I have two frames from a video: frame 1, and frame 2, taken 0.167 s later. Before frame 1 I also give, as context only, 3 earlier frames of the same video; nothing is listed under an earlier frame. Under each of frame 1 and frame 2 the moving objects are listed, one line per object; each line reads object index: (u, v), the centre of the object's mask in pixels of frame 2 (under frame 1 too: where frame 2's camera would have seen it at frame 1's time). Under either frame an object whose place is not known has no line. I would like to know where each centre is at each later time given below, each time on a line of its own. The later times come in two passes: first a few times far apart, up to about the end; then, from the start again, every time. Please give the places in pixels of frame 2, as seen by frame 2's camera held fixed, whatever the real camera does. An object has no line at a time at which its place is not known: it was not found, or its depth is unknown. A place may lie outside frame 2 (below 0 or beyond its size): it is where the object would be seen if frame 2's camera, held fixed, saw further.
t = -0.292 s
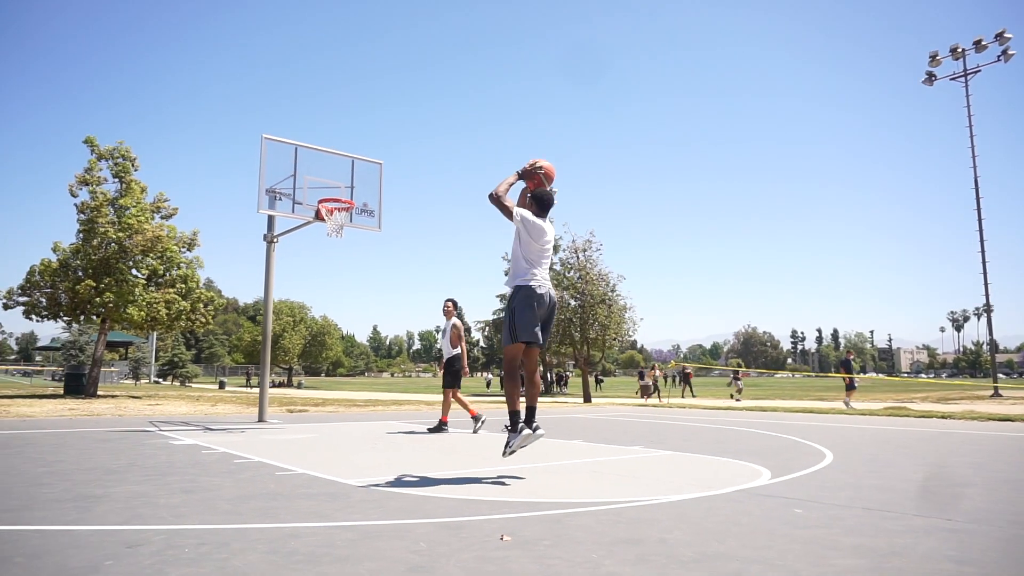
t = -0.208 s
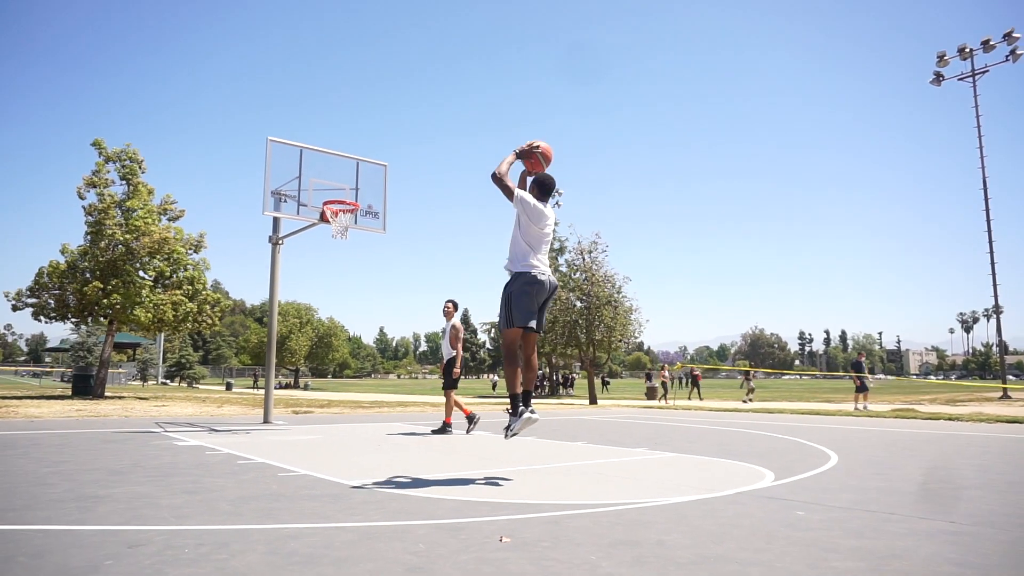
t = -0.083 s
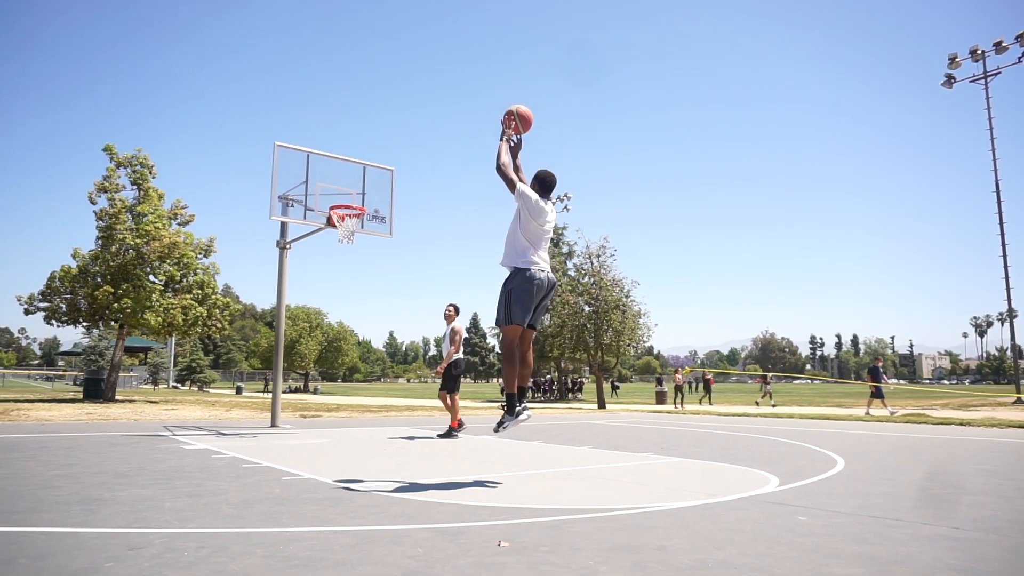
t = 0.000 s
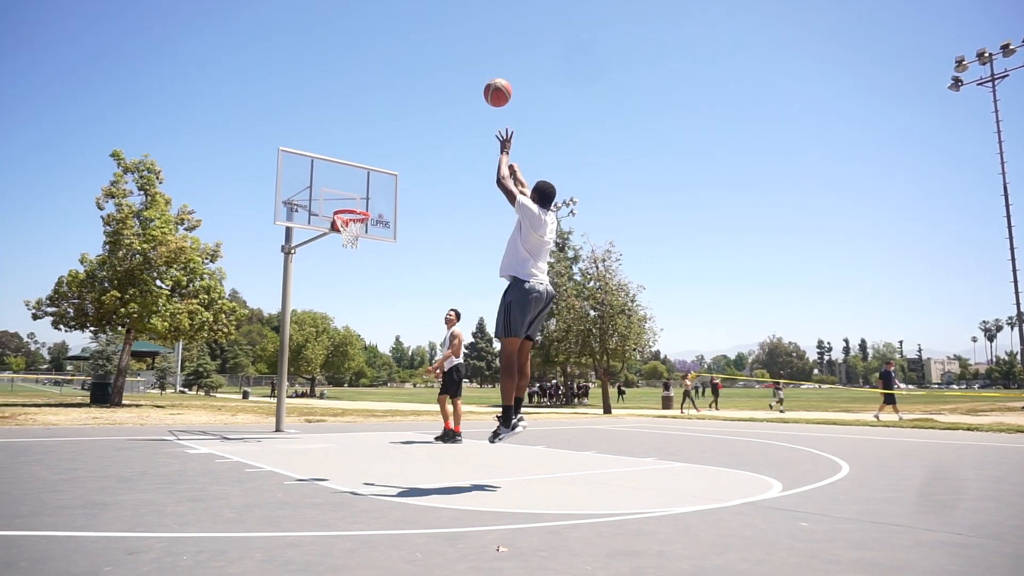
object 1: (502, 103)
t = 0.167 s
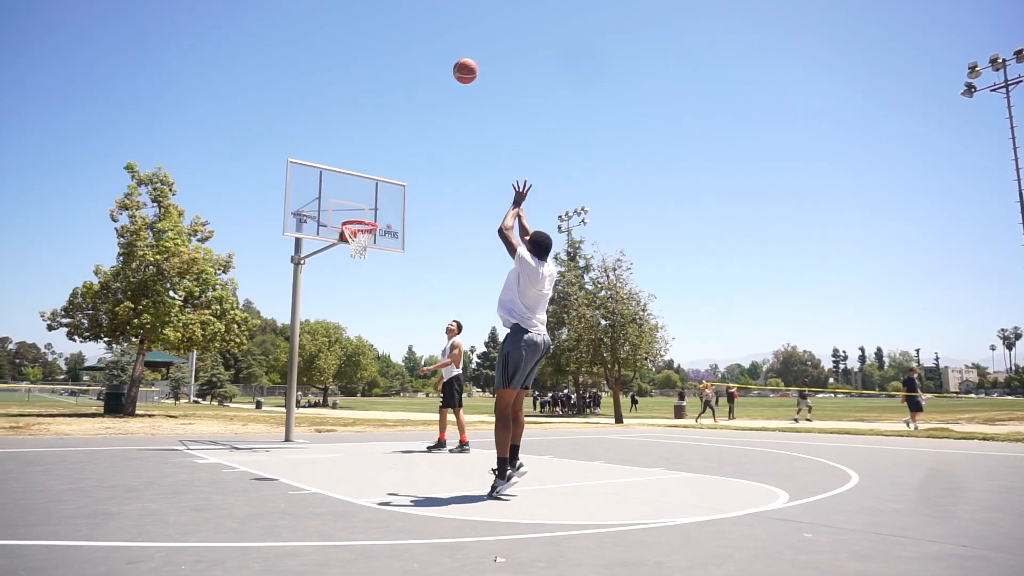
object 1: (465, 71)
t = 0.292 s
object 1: (442, 67)
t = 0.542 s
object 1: (403, 98)
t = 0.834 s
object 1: (366, 180)
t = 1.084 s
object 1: (354, 187)
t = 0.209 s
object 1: (457, 68)
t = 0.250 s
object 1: (449, 67)
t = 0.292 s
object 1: (442, 67)
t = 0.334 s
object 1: (434, 70)
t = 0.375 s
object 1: (428, 73)
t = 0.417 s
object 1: (421, 77)
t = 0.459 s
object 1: (415, 83)
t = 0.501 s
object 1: (409, 90)
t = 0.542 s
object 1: (403, 98)
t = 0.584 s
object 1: (397, 107)
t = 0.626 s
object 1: (392, 117)
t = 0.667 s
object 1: (386, 128)
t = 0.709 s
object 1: (381, 139)
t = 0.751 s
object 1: (376, 152)
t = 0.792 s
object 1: (371, 166)
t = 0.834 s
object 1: (366, 180)
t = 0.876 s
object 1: (361, 195)
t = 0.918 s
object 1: (357, 211)
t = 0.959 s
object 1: (356, 206)
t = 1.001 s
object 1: (355, 199)
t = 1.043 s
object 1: (354, 192)
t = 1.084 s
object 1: (354, 187)
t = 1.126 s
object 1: (353, 183)
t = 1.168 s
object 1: (352, 181)
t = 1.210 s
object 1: (351, 180)
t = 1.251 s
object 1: (350, 179)
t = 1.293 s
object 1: (349, 180)
